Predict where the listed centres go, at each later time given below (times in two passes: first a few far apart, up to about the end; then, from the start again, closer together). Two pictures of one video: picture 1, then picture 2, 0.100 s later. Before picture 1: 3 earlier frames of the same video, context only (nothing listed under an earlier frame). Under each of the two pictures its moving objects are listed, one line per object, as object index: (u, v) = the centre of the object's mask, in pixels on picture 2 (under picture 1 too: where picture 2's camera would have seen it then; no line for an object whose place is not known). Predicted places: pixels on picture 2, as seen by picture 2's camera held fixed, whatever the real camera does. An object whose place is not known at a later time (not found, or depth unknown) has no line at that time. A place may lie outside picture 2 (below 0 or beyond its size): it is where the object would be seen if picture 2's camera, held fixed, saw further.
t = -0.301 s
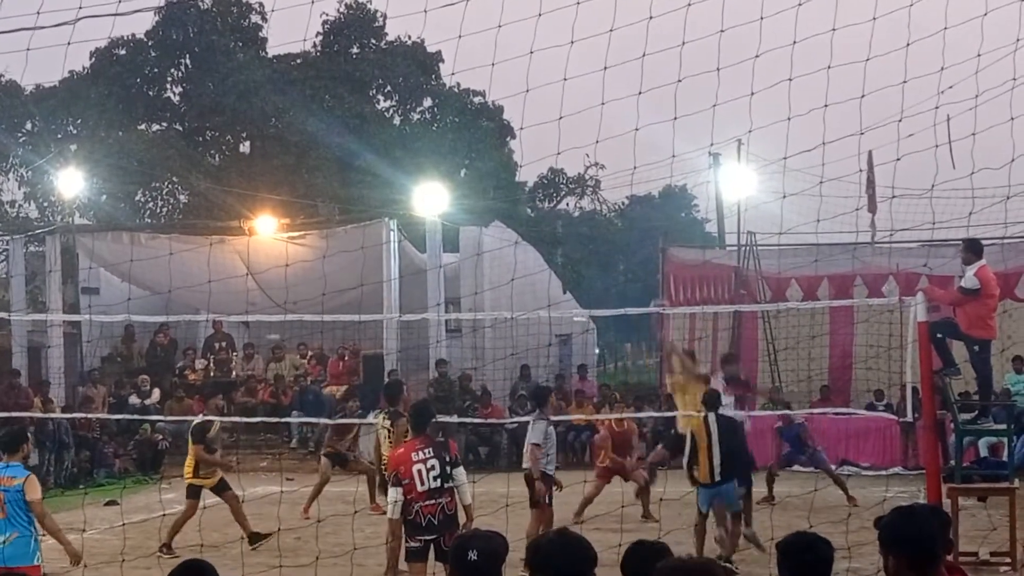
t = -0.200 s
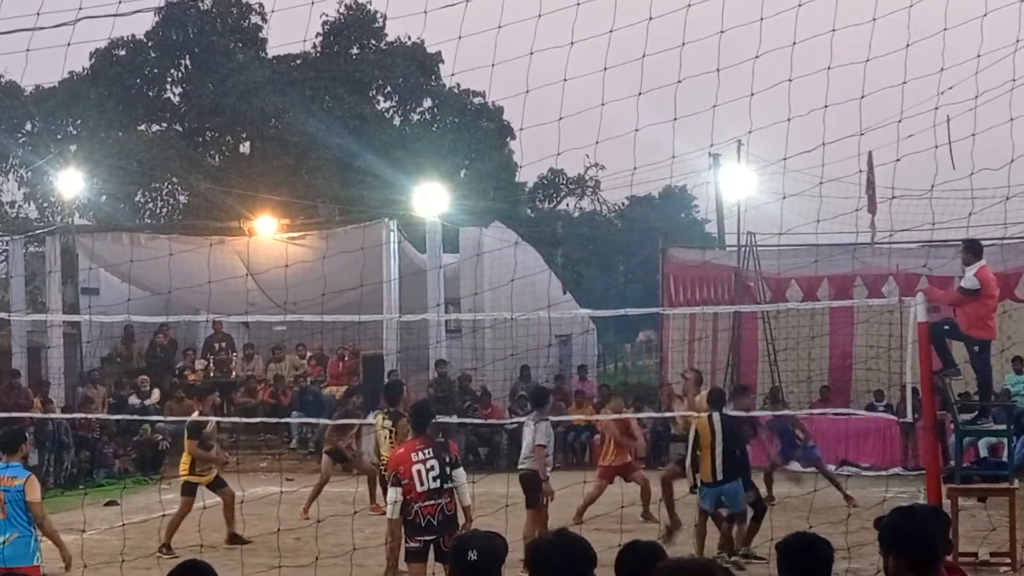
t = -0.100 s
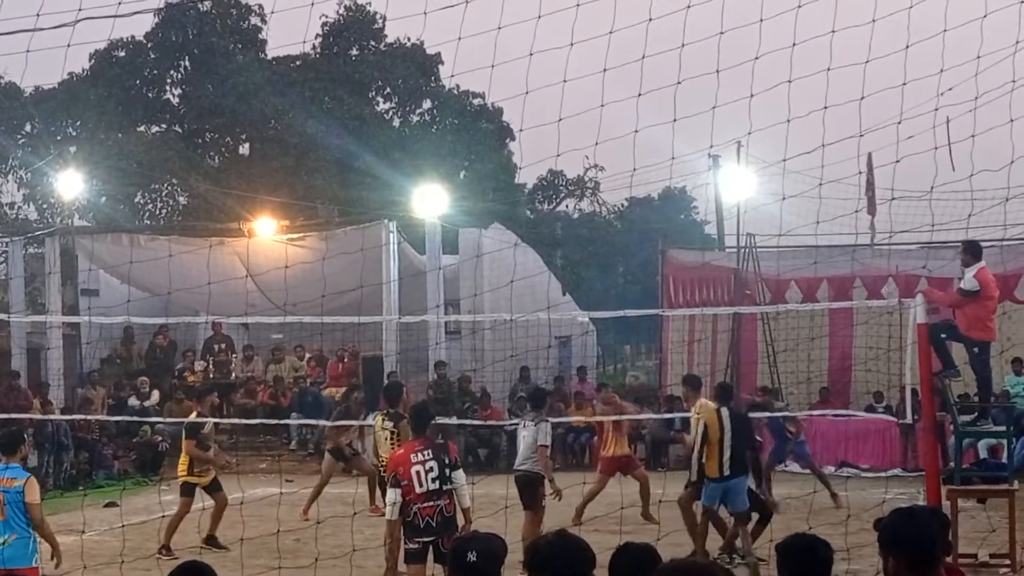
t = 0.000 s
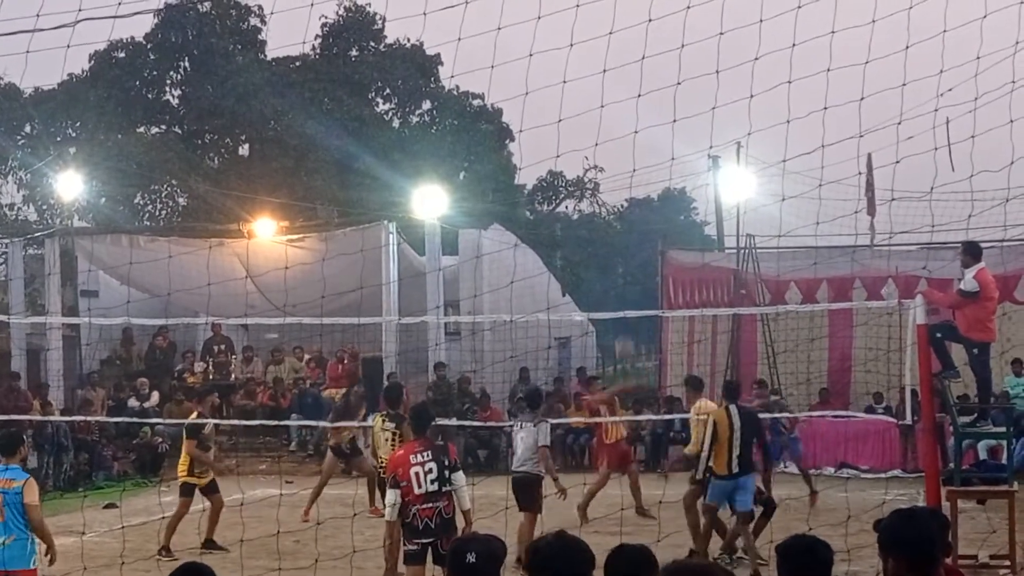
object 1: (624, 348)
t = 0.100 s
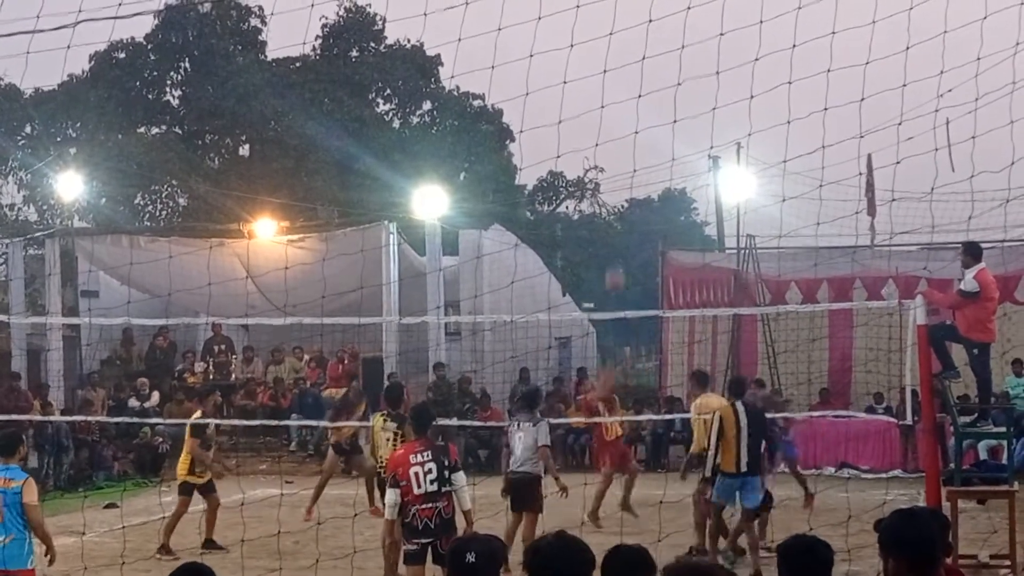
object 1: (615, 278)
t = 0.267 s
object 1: (600, 186)
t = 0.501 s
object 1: (581, 95)
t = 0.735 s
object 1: (564, 52)
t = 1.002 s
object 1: (545, 62)
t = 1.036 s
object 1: (543, 68)
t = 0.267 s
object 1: (600, 186)
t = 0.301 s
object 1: (597, 169)
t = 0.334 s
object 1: (595, 156)
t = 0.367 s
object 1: (592, 141)
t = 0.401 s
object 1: (589, 129)
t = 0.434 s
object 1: (586, 117)
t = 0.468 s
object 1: (584, 105)
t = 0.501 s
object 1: (581, 95)
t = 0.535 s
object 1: (579, 86)
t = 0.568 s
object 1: (576, 78)
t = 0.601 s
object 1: (574, 71)
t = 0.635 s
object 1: (571, 65)
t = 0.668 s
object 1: (569, 59)
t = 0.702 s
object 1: (566, 55)
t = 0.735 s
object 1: (564, 52)
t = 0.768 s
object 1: (561, 50)
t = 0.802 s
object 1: (559, 49)
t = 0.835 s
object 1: (557, 49)
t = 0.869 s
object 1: (554, 50)
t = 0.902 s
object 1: (552, 51)
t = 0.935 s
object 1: (550, 54)
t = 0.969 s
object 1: (548, 57)
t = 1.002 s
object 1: (545, 62)
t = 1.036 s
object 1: (543, 68)
